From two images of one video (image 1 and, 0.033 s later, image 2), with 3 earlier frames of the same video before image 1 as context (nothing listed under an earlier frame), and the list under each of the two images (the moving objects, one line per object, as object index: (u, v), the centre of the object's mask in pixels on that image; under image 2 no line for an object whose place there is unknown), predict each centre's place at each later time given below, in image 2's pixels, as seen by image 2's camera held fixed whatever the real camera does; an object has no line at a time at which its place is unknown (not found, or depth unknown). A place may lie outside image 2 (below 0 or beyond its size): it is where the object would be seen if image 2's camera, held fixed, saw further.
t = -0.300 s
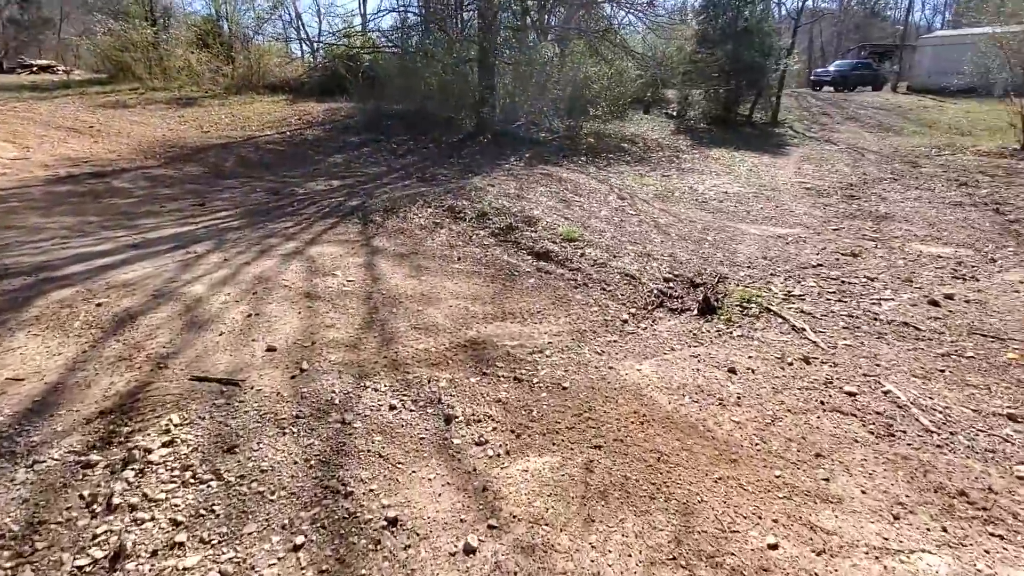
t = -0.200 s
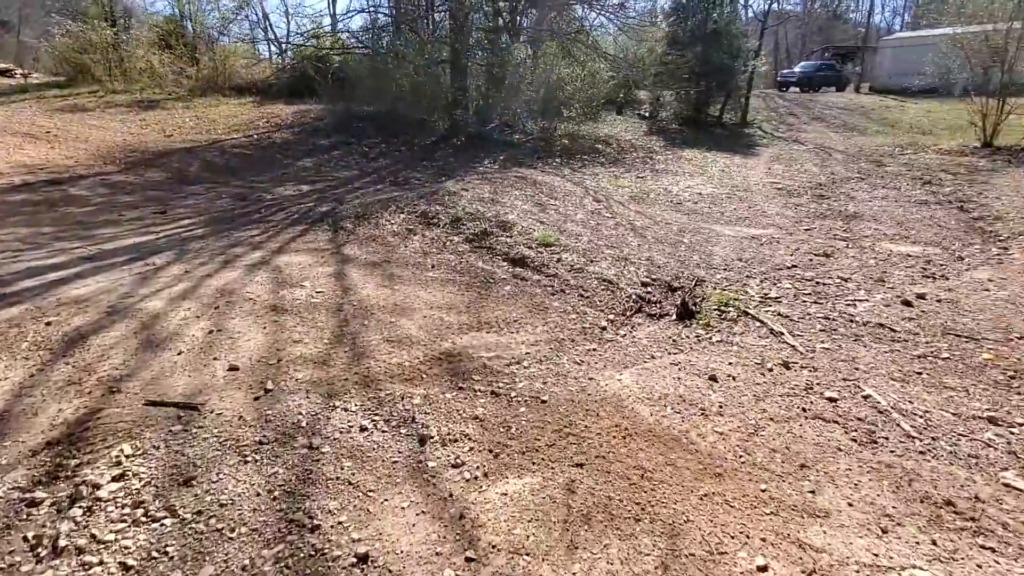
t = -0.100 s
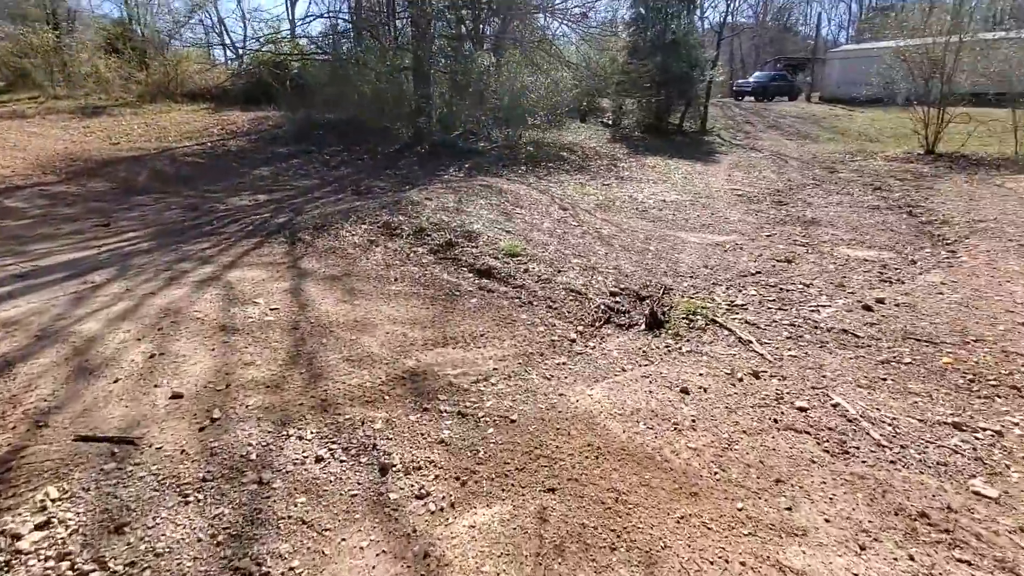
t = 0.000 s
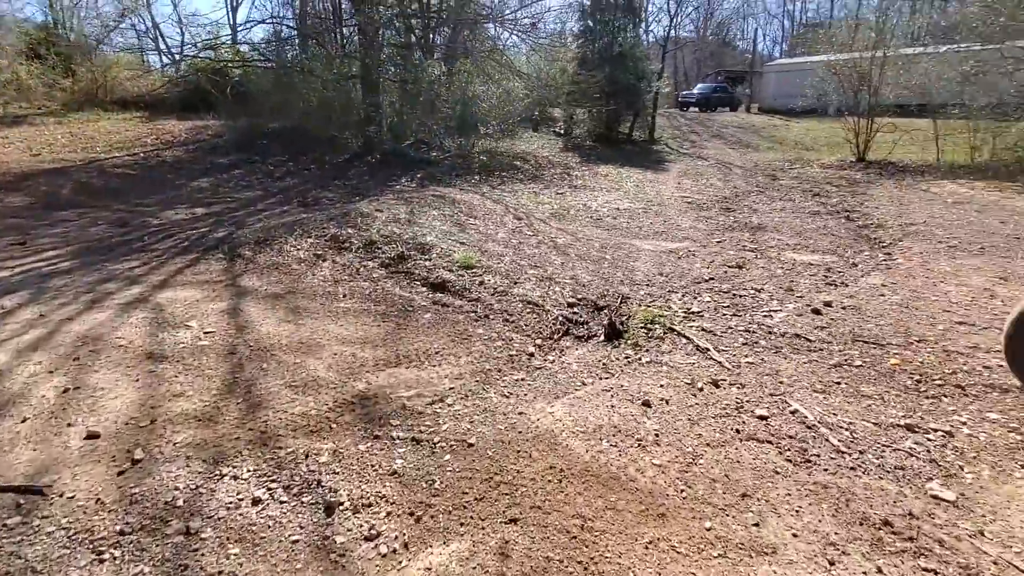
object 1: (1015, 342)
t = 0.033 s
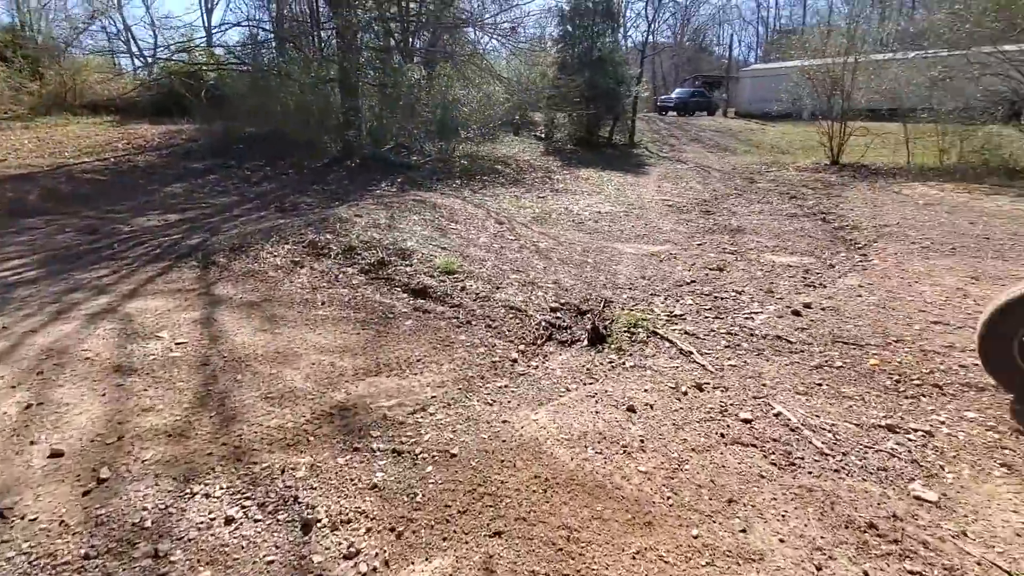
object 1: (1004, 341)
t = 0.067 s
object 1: (1015, 340)
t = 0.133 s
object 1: (1037, 339)
